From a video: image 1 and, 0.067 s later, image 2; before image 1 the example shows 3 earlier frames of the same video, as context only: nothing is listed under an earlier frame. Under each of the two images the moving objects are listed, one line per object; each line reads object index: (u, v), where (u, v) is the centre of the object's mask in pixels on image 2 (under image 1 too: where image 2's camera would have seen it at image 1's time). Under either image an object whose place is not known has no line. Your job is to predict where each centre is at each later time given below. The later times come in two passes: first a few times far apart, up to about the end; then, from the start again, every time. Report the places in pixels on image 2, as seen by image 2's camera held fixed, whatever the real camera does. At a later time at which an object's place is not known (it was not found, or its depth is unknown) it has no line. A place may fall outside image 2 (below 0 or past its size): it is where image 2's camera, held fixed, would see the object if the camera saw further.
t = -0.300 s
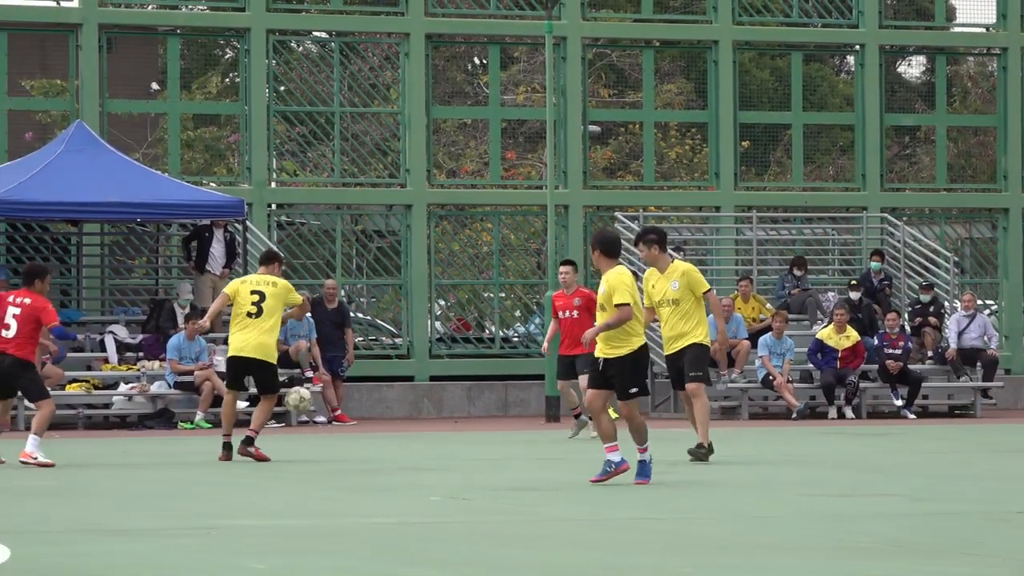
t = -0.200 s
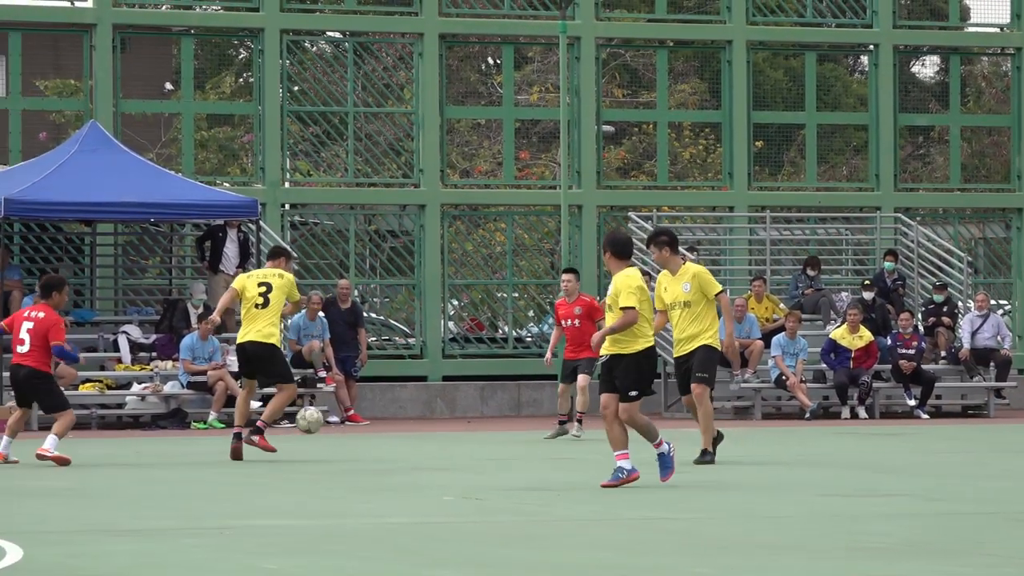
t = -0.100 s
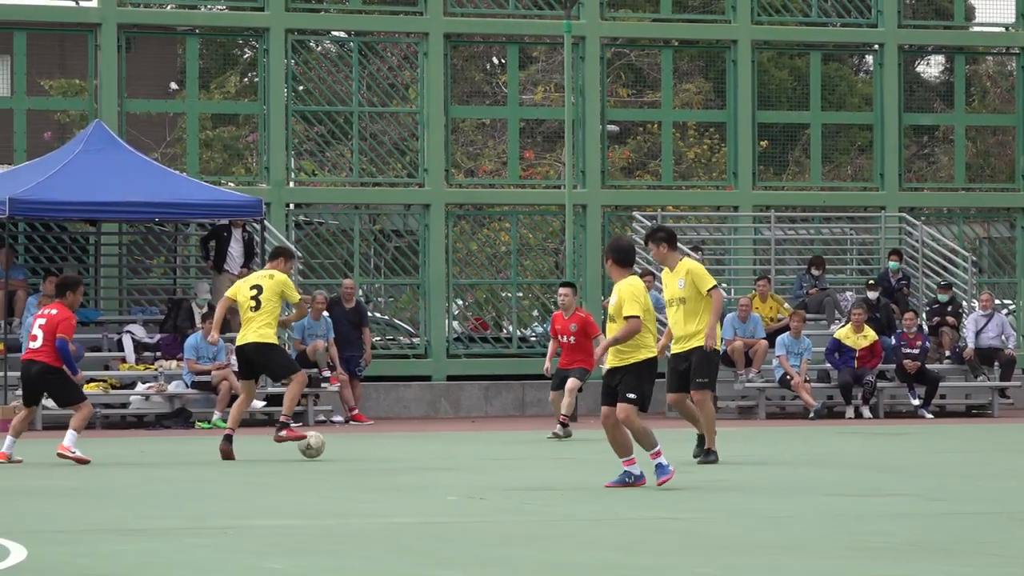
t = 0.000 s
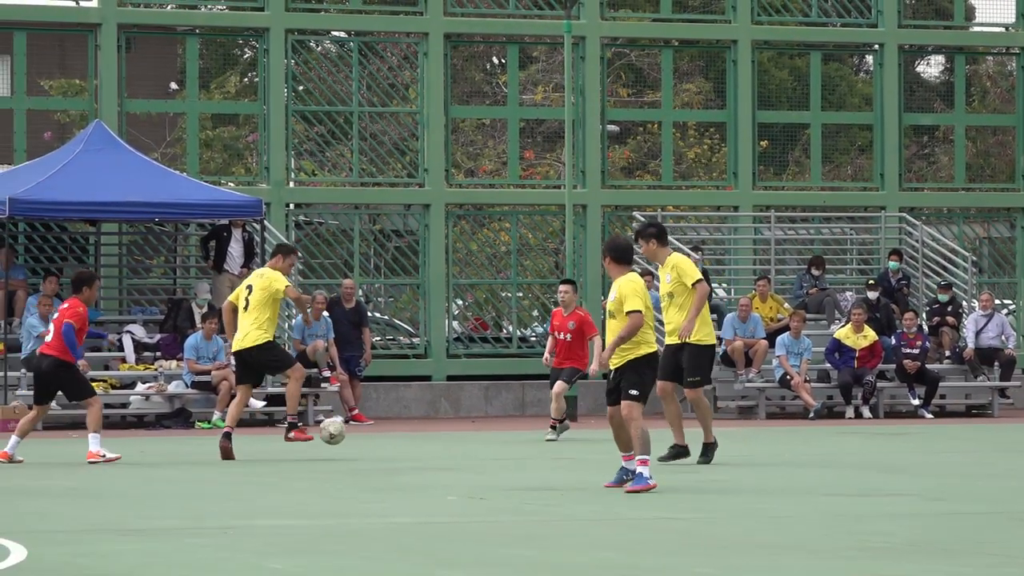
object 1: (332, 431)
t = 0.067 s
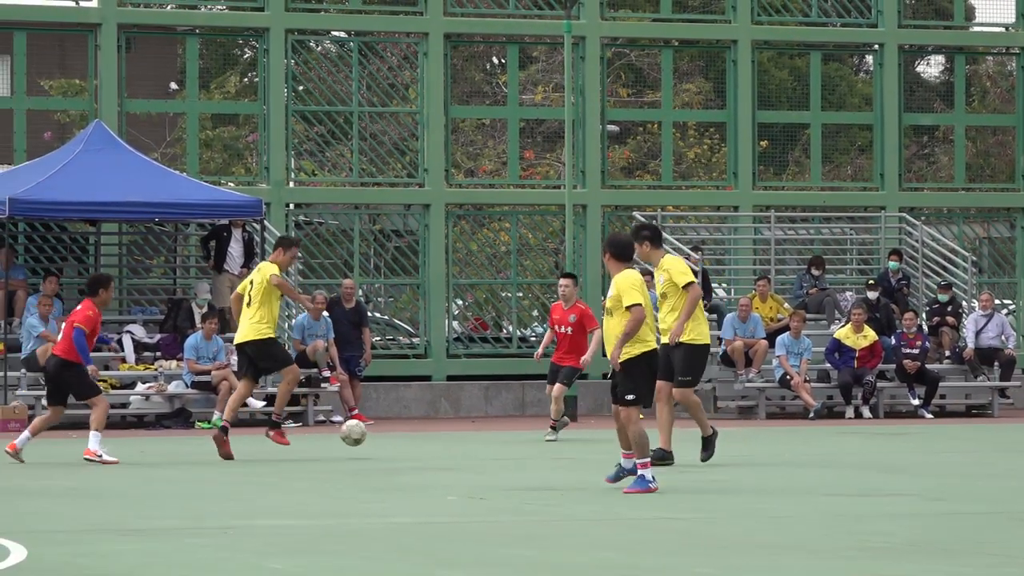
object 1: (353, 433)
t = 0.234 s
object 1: (394, 435)
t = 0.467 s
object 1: (429, 439)
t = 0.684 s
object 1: (460, 440)
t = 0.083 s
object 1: (359, 434)
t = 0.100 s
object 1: (364, 436)
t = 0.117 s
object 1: (369, 437)
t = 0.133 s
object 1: (374, 439)
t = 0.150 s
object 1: (379, 442)
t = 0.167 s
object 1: (384, 444)
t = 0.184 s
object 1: (386, 442)
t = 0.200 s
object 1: (389, 439)
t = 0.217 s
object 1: (392, 437)
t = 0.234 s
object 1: (394, 435)
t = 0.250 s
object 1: (397, 434)
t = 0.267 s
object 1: (399, 433)
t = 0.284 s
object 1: (402, 432)
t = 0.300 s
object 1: (404, 432)
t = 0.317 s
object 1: (407, 432)
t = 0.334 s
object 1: (409, 432)
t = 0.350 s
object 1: (411, 433)
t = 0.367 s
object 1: (413, 434)
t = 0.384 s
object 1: (416, 435)
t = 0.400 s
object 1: (419, 436)
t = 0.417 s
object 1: (421, 439)
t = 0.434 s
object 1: (424, 441)
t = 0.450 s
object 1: (426, 442)
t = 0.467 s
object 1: (429, 439)
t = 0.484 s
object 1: (431, 438)
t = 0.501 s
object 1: (434, 436)
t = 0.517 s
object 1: (436, 435)
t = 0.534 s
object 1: (438, 434)
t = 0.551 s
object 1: (441, 433)
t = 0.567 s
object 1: (444, 433)
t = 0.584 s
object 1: (446, 433)
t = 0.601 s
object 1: (448, 433)
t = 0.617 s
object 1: (451, 434)
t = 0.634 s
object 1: (453, 435)
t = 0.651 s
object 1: (456, 436)
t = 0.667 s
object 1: (458, 438)
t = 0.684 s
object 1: (460, 440)
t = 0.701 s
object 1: (463, 440)
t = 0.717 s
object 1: (466, 438)
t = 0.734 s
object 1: (468, 437)
